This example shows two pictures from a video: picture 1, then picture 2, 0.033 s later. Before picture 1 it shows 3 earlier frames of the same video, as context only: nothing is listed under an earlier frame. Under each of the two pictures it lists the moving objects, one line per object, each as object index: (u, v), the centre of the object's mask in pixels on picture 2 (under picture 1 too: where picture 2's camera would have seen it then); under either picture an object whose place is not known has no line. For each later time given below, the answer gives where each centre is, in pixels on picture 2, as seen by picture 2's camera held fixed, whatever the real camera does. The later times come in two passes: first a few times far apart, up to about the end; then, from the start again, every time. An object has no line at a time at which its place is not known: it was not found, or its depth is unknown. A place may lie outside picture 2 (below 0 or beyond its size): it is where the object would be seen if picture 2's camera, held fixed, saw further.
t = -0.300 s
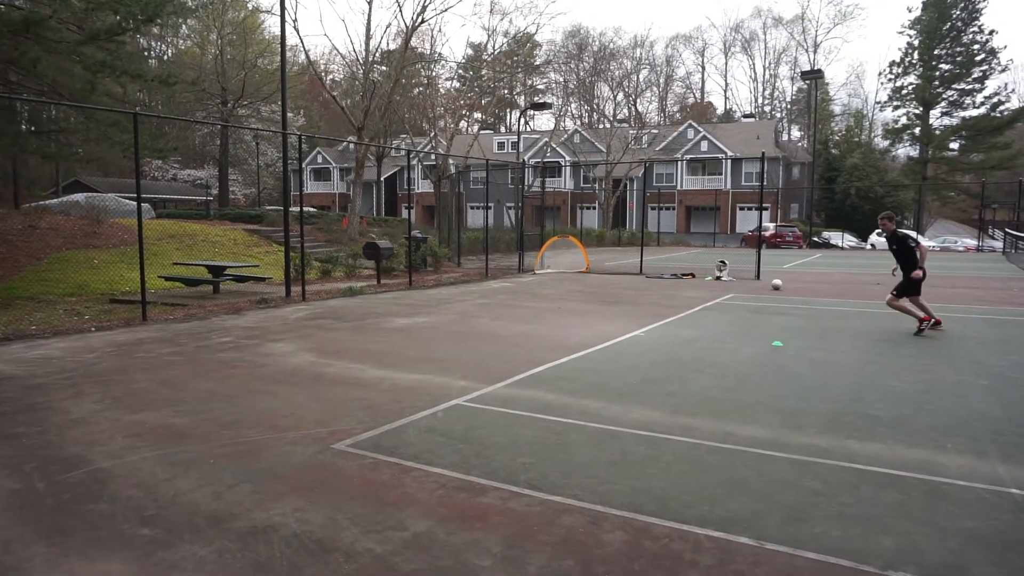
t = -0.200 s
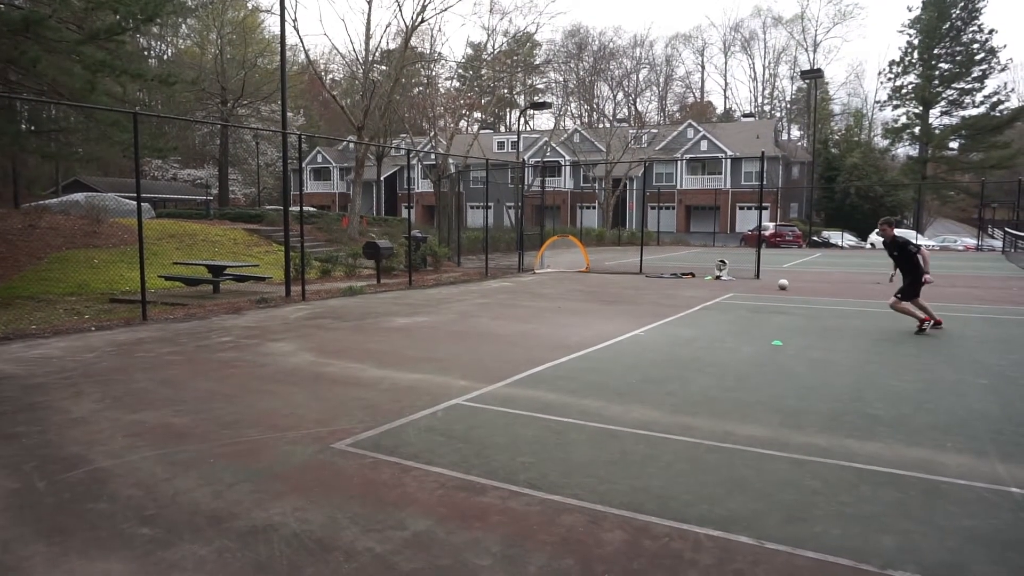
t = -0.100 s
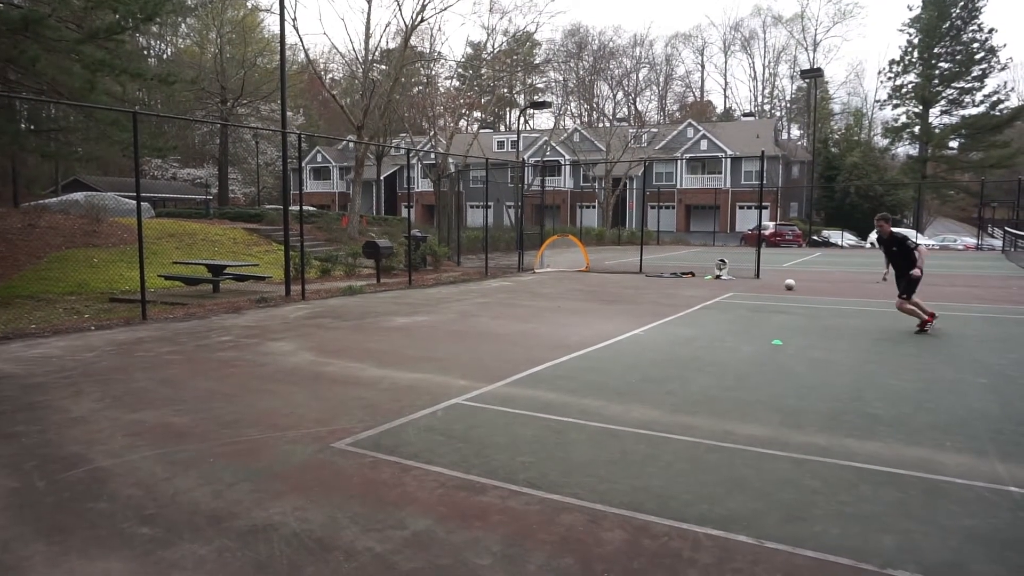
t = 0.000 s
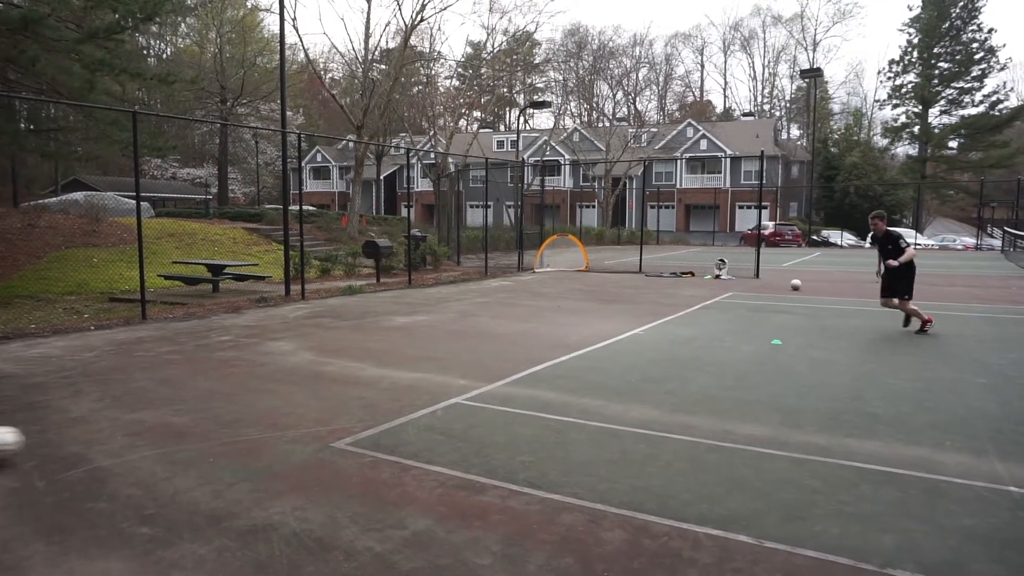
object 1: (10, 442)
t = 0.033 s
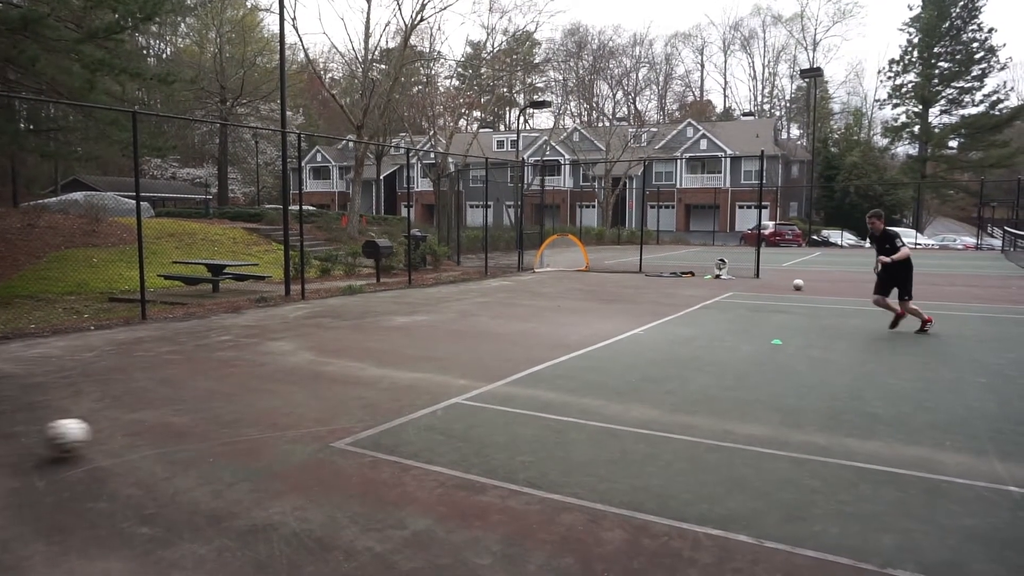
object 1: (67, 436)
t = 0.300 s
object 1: (451, 394)
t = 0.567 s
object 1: (662, 367)
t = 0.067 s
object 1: (131, 430)
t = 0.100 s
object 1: (191, 425)
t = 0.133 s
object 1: (242, 418)
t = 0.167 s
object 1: (289, 410)
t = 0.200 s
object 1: (333, 405)
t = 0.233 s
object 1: (376, 401)
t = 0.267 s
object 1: (416, 399)
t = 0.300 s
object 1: (451, 394)
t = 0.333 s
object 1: (482, 387)
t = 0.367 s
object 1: (515, 383)
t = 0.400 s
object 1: (544, 380)
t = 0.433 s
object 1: (571, 381)
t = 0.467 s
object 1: (596, 377)
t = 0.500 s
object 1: (620, 372)
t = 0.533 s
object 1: (640, 369)
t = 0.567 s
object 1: (662, 367)
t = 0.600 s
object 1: (682, 367)
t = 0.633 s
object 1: (701, 363)
